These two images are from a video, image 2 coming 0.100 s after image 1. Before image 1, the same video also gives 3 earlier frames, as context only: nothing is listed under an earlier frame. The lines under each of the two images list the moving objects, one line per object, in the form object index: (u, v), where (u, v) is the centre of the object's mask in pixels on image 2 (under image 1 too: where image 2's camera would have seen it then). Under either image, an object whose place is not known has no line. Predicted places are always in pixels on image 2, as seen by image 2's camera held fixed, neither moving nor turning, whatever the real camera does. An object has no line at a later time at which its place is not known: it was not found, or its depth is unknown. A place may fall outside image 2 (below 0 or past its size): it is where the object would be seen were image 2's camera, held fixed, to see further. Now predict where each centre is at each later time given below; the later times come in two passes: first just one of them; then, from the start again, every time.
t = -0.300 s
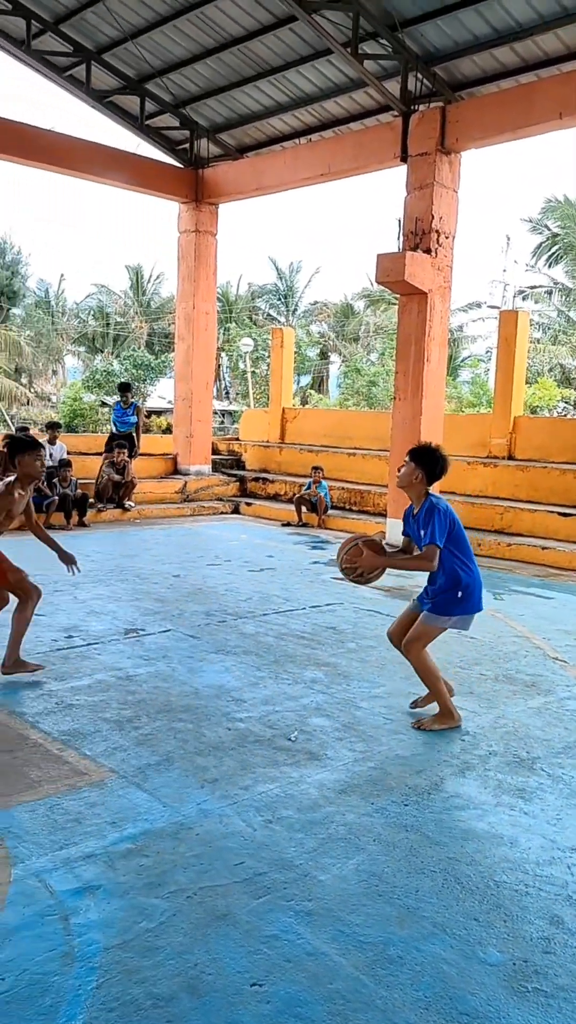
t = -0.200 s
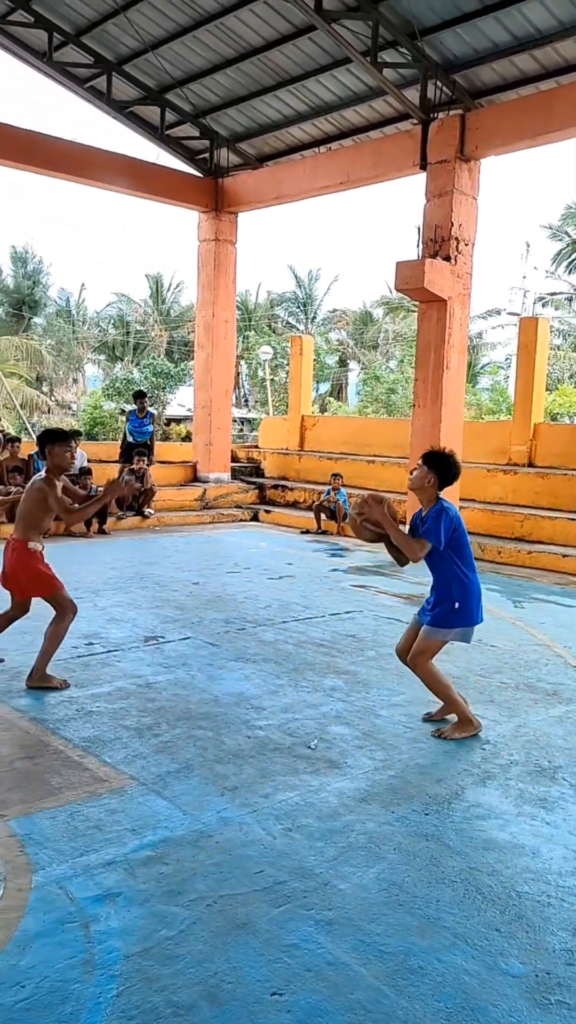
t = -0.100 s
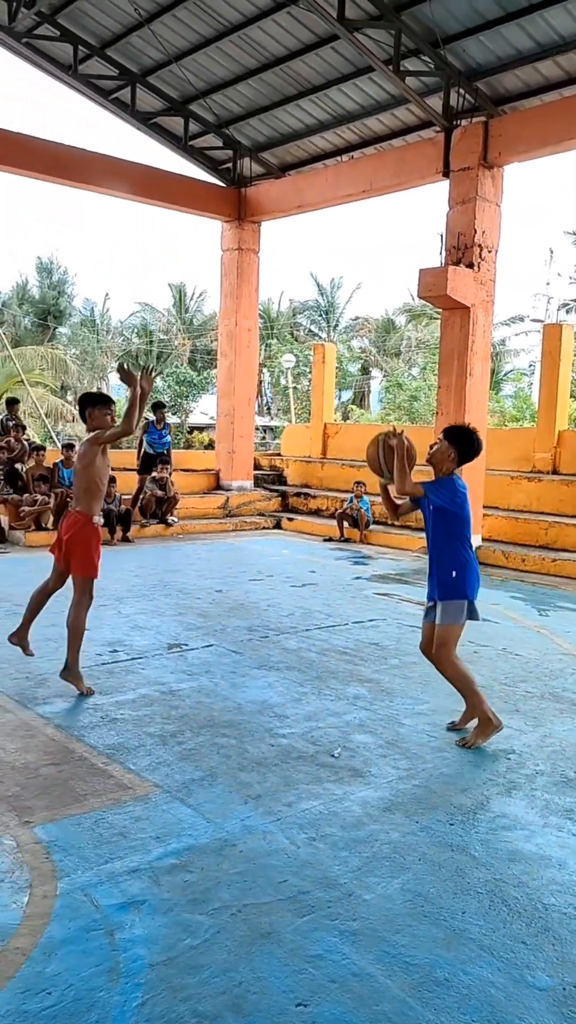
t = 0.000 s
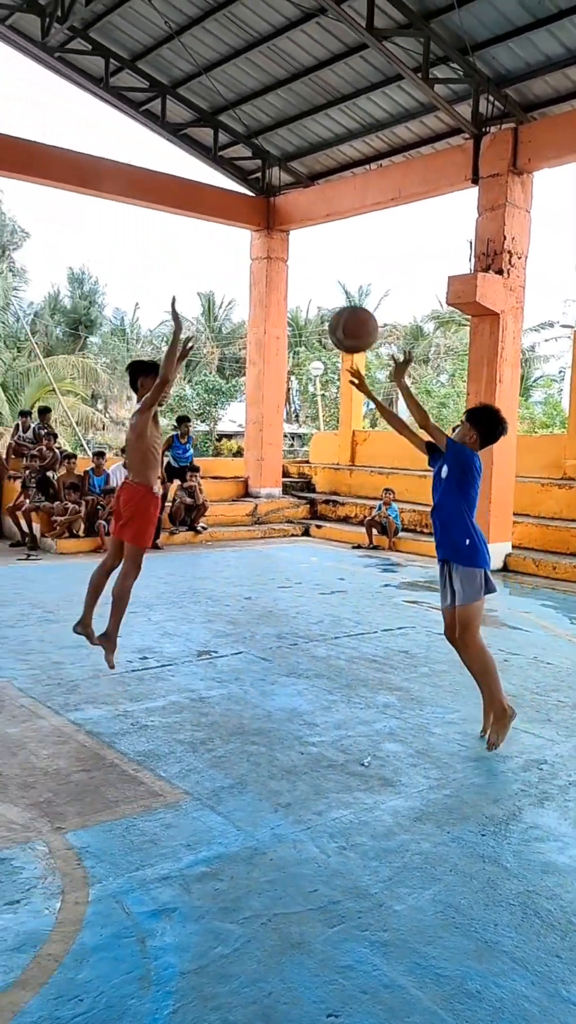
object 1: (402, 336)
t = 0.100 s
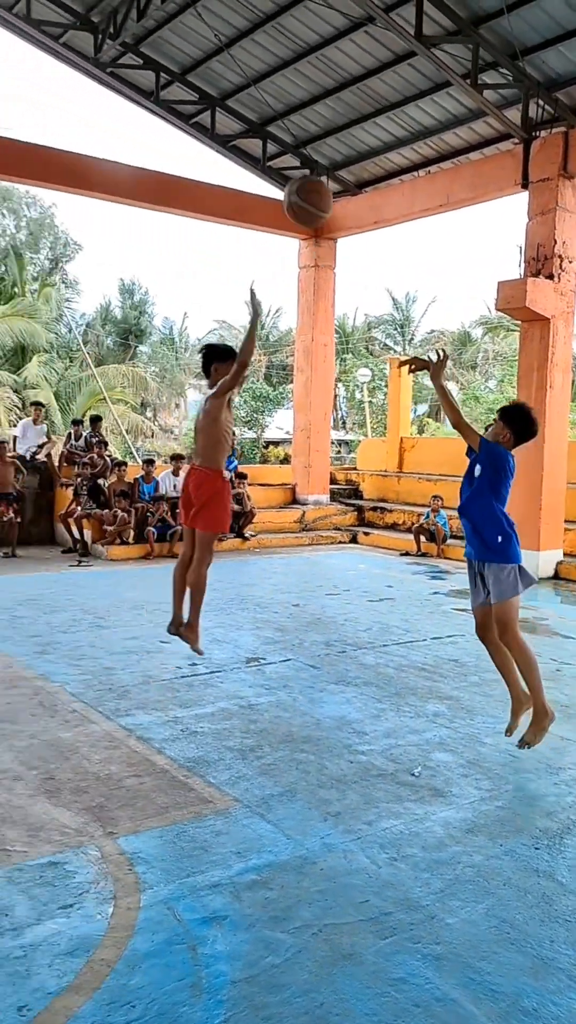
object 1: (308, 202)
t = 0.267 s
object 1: (169, 42)
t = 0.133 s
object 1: (279, 163)
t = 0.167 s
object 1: (250, 128)
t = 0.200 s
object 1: (222, 95)
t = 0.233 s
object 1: (195, 67)
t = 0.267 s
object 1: (169, 42)
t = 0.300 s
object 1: (143, 20)
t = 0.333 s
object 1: (119, 0)
